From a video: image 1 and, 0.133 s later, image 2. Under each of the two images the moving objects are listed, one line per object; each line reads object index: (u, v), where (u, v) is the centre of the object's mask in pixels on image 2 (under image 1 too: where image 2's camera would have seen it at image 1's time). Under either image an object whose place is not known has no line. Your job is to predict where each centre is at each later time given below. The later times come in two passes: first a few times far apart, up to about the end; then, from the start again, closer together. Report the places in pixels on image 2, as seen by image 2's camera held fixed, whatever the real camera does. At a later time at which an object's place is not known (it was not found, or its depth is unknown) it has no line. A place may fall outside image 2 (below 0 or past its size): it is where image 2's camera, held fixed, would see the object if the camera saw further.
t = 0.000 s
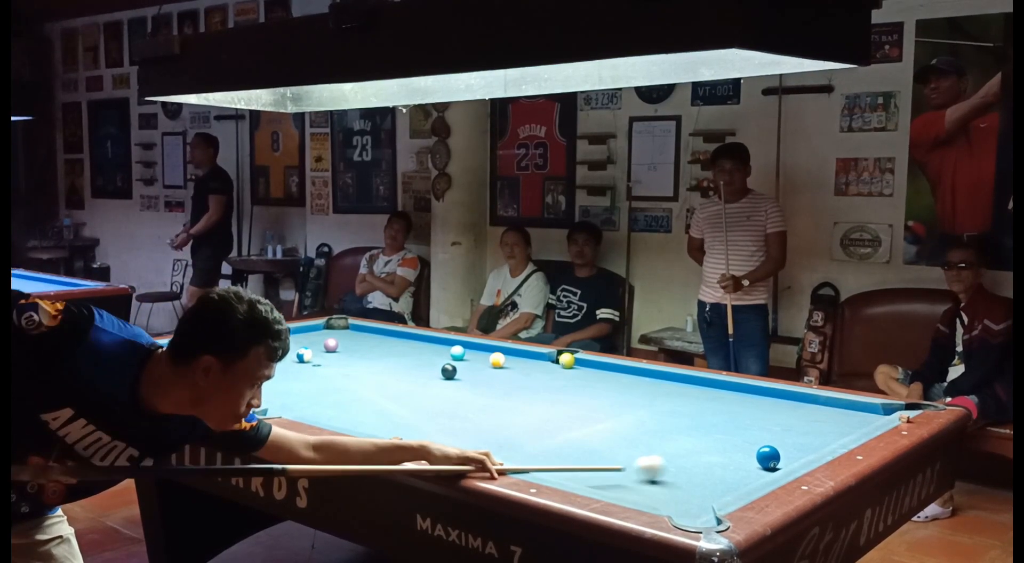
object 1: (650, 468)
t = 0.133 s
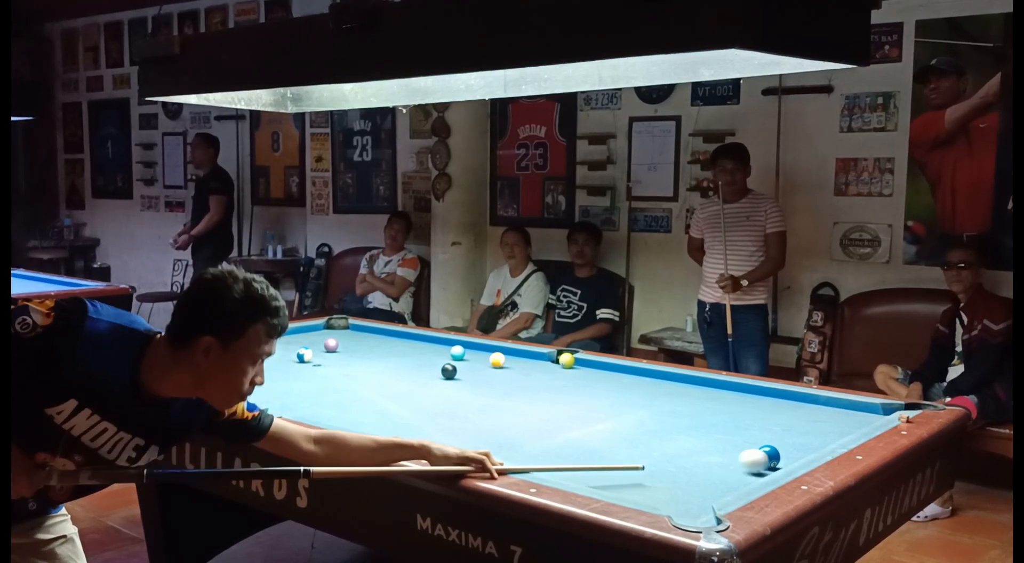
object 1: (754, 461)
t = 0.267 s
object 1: (767, 464)
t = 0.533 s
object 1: (721, 455)
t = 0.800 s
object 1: (681, 446)
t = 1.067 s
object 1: (646, 438)
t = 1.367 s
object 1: (612, 431)
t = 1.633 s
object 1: (586, 425)
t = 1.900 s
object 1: (562, 420)
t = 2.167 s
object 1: (541, 416)
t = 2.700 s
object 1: (509, 410)
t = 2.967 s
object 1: (495, 407)
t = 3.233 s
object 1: (484, 404)
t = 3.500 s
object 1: (474, 402)
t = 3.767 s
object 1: (467, 401)
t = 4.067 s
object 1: (460, 400)
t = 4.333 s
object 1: (456, 399)
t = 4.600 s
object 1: (455, 399)
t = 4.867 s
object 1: (455, 399)
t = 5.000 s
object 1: (455, 399)
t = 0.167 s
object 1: (766, 464)
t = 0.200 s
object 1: (777, 462)
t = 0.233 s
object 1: (774, 463)
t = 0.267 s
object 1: (767, 464)
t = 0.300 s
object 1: (761, 464)
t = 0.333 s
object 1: (755, 462)
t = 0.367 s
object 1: (750, 461)
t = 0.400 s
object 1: (744, 459)
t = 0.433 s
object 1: (738, 458)
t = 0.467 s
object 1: (732, 458)
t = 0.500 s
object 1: (727, 456)
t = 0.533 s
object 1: (721, 455)
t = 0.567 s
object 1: (716, 454)
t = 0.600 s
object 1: (711, 453)
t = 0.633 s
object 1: (706, 451)
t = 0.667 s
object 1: (701, 450)
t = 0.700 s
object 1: (696, 449)
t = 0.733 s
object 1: (691, 448)
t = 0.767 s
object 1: (686, 447)
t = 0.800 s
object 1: (681, 446)
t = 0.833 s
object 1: (676, 445)
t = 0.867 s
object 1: (672, 444)
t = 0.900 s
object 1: (667, 443)
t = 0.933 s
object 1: (663, 442)
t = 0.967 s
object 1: (659, 442)
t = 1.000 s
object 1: (654, 441)
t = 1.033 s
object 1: (650, 440)
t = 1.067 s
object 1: (646, 438)
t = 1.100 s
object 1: (642, 436)
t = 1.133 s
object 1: (637, 435)
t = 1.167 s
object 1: (634, 436)
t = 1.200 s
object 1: (630, 435)
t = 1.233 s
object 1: (626, 434)
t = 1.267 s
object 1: (622, 433)
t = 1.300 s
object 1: (619, 432)
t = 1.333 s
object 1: (615, 432)
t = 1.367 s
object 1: (612, 431)
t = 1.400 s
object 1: (609, 430)
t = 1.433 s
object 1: (605, 429)
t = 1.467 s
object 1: (602, 429)
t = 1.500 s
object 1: (599, 428)
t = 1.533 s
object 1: (595, 427)
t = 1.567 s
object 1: (592, 427)
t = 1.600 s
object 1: (589, 426)
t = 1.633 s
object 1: (586, 425)
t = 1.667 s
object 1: (582, 425)
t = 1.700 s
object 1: (579, 424)
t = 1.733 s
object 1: (576, 423)
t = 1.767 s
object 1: (573, 422)
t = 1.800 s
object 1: (570, 422)
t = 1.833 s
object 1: (567, 421)
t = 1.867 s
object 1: (564, 420)
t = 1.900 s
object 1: (562, 420)
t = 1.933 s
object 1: (559, 420)
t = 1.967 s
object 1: (557, 419)
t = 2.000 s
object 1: (554, 419)
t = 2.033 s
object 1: (552, 418)
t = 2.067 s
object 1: (549, 418)
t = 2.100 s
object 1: (547, 417)
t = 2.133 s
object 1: (543, 416)
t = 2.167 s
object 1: (541, 416)
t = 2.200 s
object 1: (539, 415)
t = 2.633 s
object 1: (513, 410)
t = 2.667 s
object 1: (511, 410)
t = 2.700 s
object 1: (509, 410)
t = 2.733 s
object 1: (507, 409)
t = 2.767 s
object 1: (506, 409)
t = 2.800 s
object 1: (504, 409)
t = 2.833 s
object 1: (502, 408)
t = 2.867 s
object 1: (500, 408)
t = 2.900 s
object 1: (499, 408)
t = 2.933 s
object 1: (497, 407)
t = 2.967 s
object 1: (495, 407)
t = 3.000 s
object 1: (494, 407)
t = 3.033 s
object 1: (492, 406)
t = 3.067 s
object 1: (491, 406)
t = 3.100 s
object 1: (490, 406)
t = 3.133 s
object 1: (488, 405)
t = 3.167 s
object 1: (487, 405)
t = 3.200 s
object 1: (485, 404)
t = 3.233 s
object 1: (484, 404)
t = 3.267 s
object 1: (482, 404)
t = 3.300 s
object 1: (481, 404)
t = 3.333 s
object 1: (480, 403)
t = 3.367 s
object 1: (479, 403)
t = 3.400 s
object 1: (478, 403)
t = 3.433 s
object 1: (476, 403)
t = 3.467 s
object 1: (475, 403)
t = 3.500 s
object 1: (474, 402)
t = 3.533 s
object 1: (473, 402)
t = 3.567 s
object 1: (472, 402)
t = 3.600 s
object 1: (471, 402)
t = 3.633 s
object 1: (470, 402)
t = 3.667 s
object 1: (469, 401)
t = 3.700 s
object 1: (468, 401)
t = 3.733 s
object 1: (467, 401)
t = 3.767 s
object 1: (467, 401)
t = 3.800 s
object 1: (466, 401)
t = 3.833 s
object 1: (465, 401)
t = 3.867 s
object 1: (464, 401)
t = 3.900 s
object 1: (464, 400)
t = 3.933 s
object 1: (463, 400)
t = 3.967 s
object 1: (462, 400)
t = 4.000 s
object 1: (462, 400)
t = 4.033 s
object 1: (461, 400)
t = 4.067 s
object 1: (460, 400)
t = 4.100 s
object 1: (460, 400)
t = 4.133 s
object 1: (459, 400)
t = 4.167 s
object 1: (459, 400)
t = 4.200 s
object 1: (458, 400)
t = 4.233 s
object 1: (458, 400)
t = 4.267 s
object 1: (457, 399)
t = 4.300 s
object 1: (457, 399)
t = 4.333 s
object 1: (456, 399)
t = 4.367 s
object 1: (456, 399)
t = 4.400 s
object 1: (456, 399)
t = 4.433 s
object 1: (456, 399)
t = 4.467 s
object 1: (456, 399)
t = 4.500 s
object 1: (456, 399)
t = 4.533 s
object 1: (455, 399)
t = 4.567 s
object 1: (455, 399)
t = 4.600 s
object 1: (455, 399)
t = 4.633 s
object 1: (455, 399)
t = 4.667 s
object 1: (455, 399)
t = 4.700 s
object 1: (455, 399)
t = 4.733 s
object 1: (455, 399)
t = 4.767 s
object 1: (455, 399)
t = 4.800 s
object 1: (455, 399)
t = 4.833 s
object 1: (455, 399)
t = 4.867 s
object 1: (455, 399)
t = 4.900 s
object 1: (455, 399)
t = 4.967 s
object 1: (455, 399)
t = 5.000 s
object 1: (455, 399)
